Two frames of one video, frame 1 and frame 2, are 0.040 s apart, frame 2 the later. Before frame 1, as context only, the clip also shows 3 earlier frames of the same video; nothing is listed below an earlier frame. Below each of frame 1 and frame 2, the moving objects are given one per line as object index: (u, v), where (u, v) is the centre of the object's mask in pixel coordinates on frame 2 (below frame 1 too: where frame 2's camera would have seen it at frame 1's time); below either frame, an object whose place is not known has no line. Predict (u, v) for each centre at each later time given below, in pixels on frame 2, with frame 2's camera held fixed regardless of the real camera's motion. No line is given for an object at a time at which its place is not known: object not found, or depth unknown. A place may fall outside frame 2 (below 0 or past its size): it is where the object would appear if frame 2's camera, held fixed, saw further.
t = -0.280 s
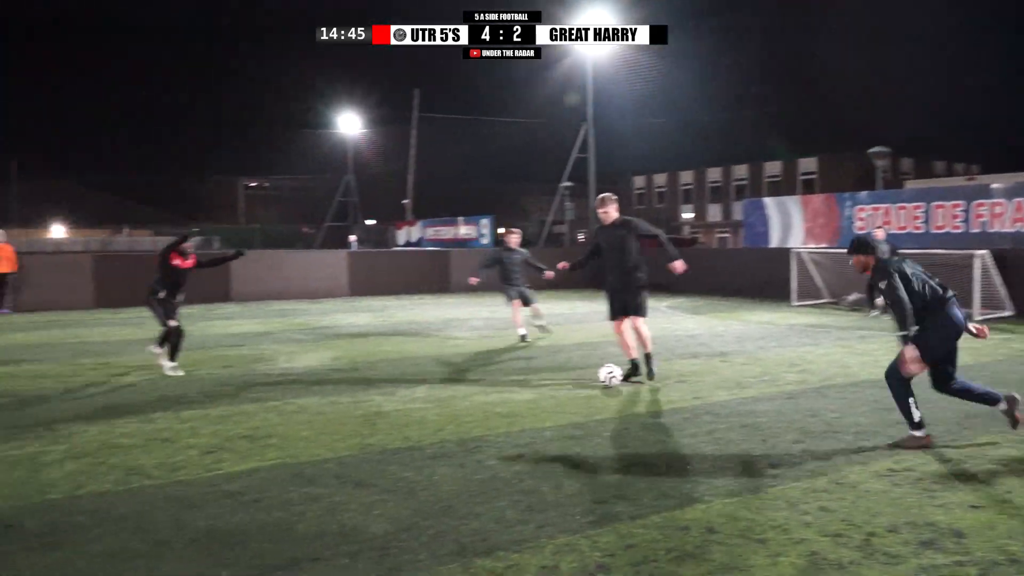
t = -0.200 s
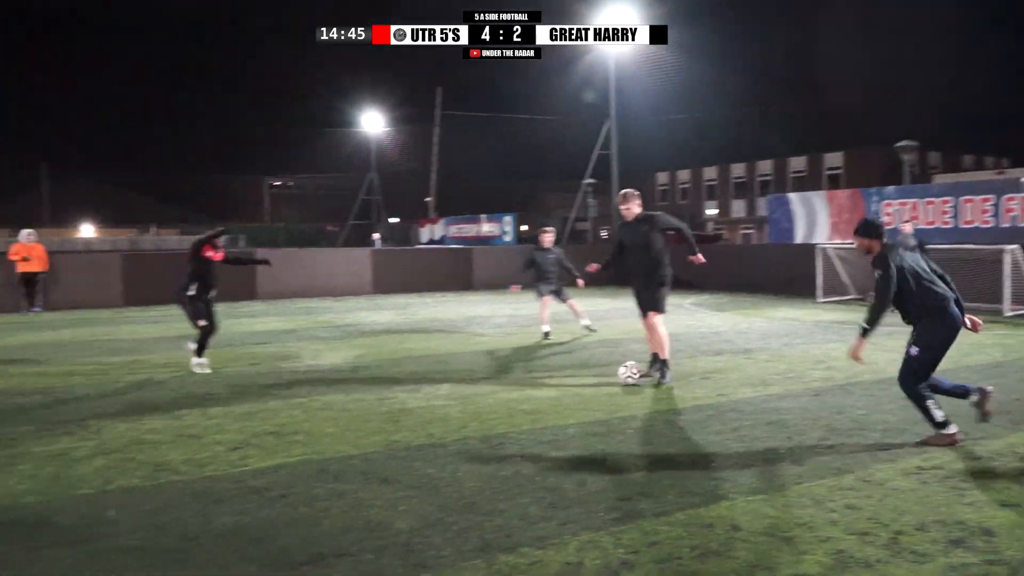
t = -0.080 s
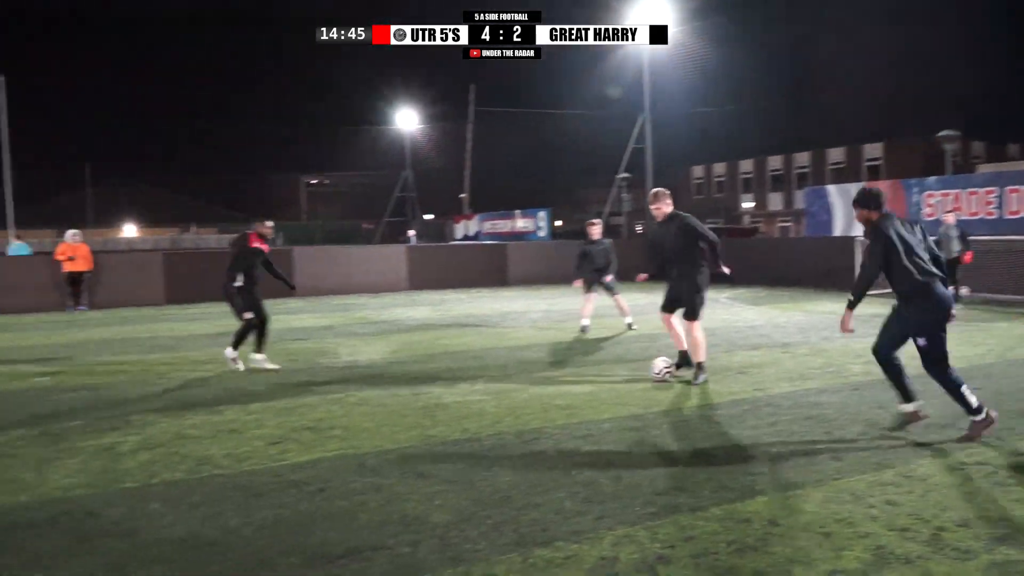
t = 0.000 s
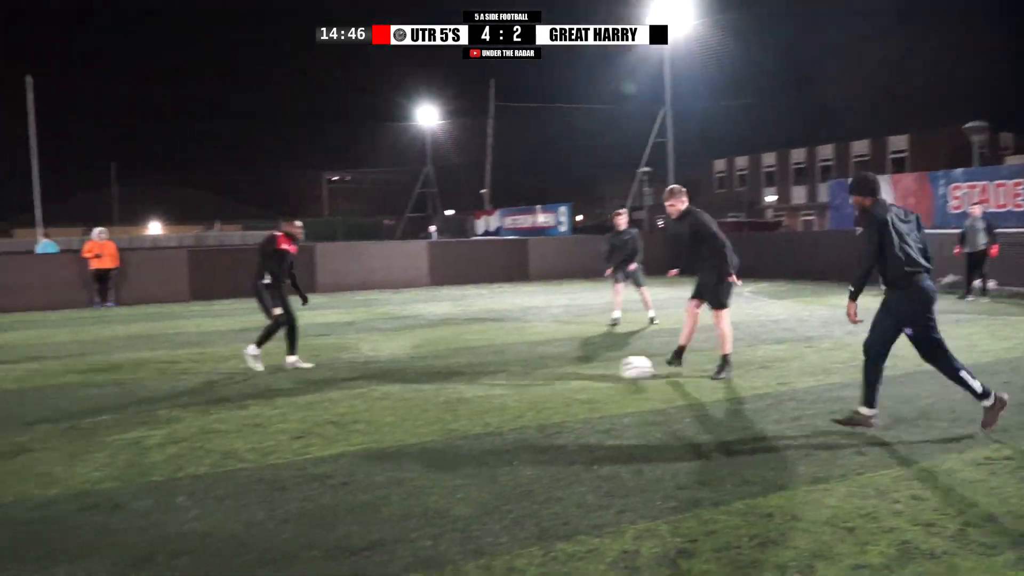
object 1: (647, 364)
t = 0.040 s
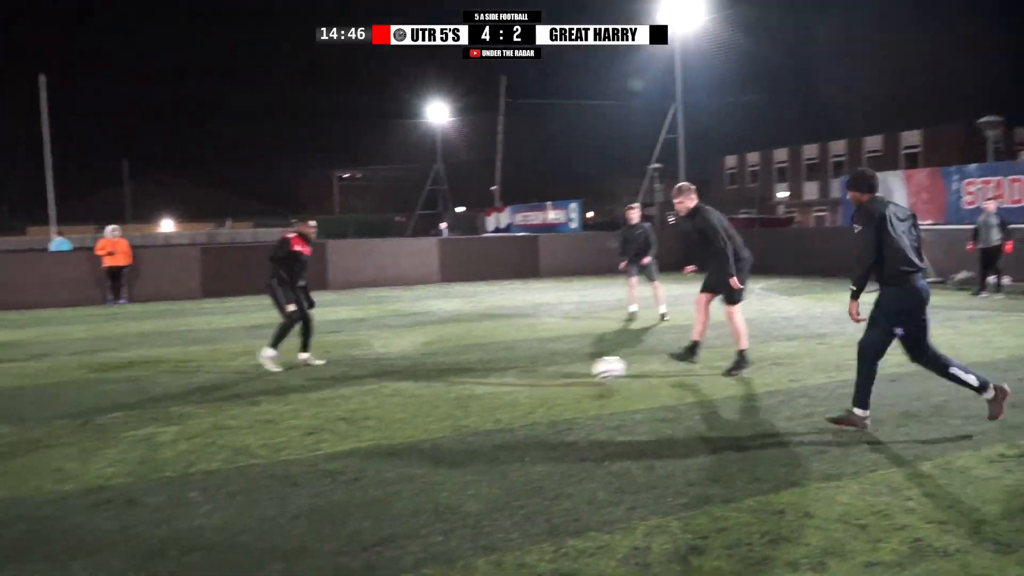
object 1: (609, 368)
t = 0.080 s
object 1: (569, 375)
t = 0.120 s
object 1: (527, 382)
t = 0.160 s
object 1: (486, 385)
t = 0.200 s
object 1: (443, 389)
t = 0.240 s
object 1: (397, 396)
